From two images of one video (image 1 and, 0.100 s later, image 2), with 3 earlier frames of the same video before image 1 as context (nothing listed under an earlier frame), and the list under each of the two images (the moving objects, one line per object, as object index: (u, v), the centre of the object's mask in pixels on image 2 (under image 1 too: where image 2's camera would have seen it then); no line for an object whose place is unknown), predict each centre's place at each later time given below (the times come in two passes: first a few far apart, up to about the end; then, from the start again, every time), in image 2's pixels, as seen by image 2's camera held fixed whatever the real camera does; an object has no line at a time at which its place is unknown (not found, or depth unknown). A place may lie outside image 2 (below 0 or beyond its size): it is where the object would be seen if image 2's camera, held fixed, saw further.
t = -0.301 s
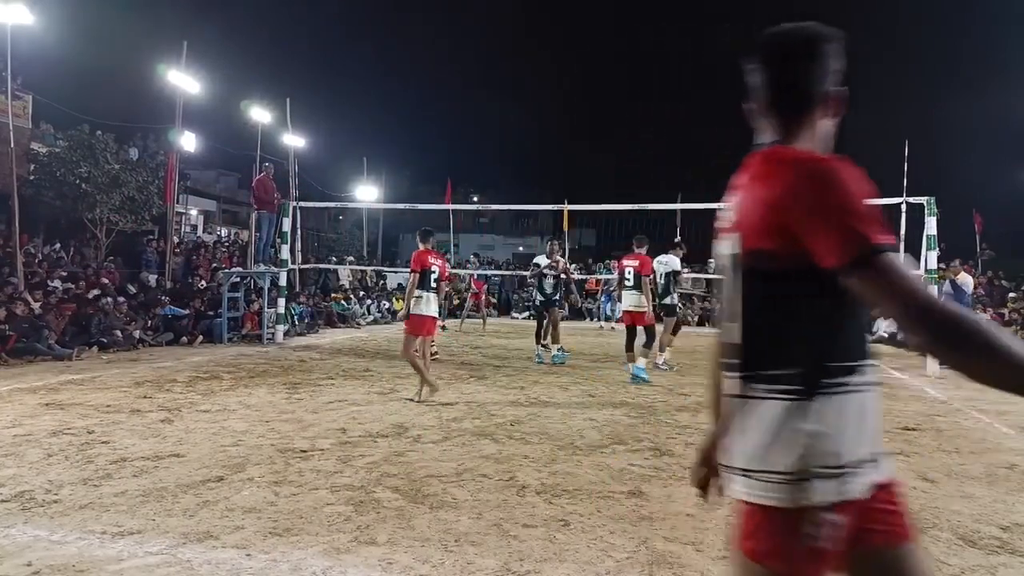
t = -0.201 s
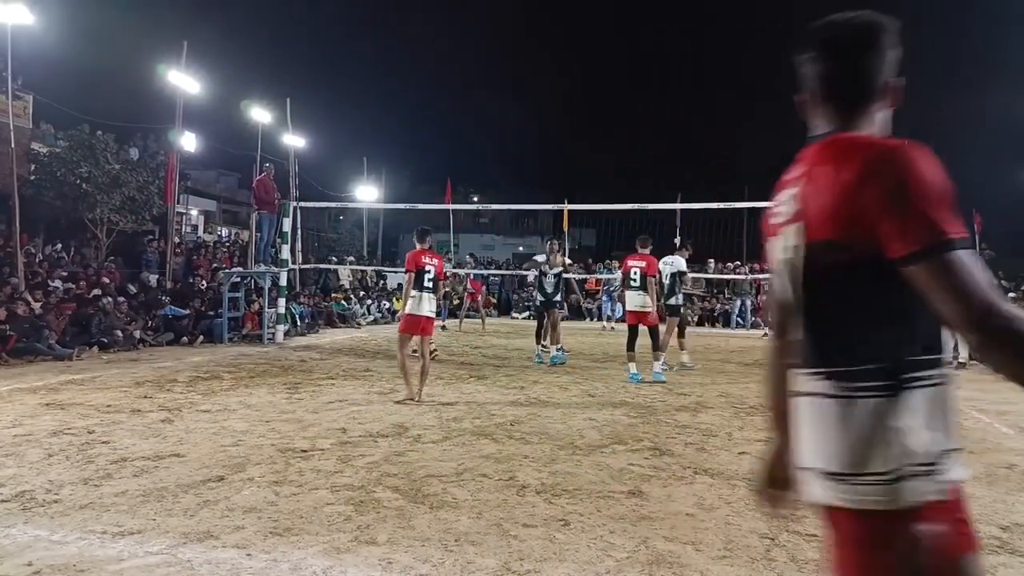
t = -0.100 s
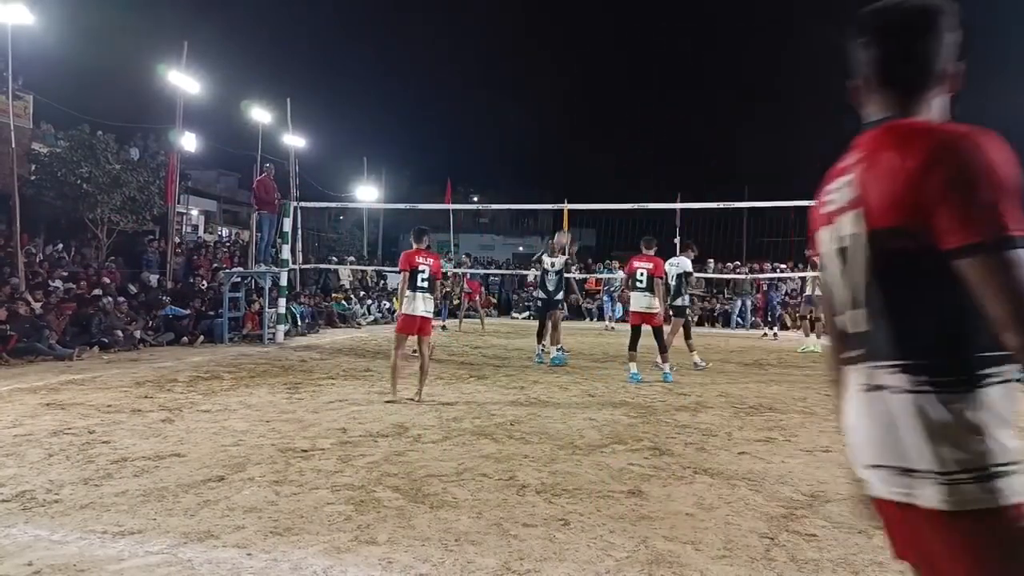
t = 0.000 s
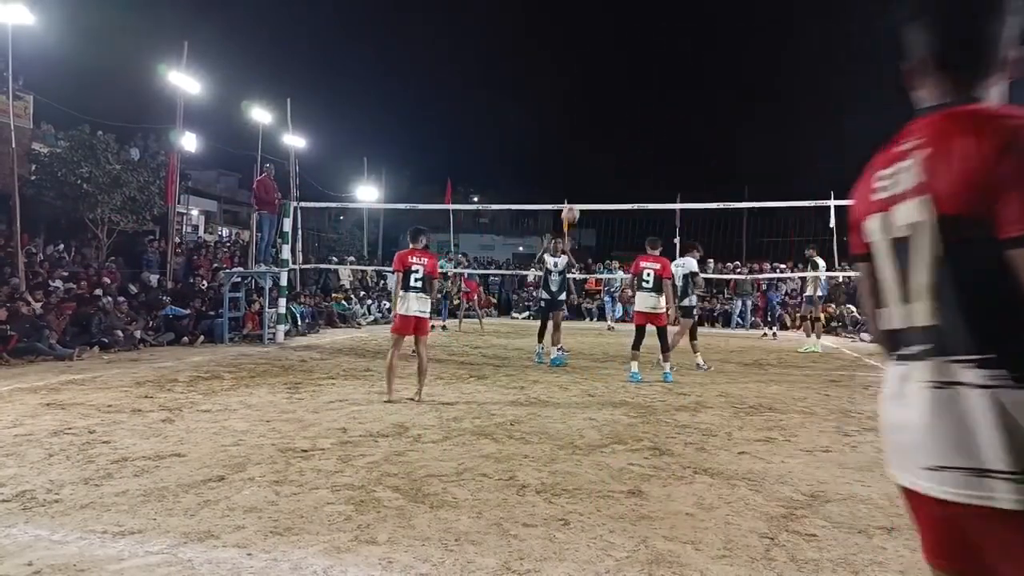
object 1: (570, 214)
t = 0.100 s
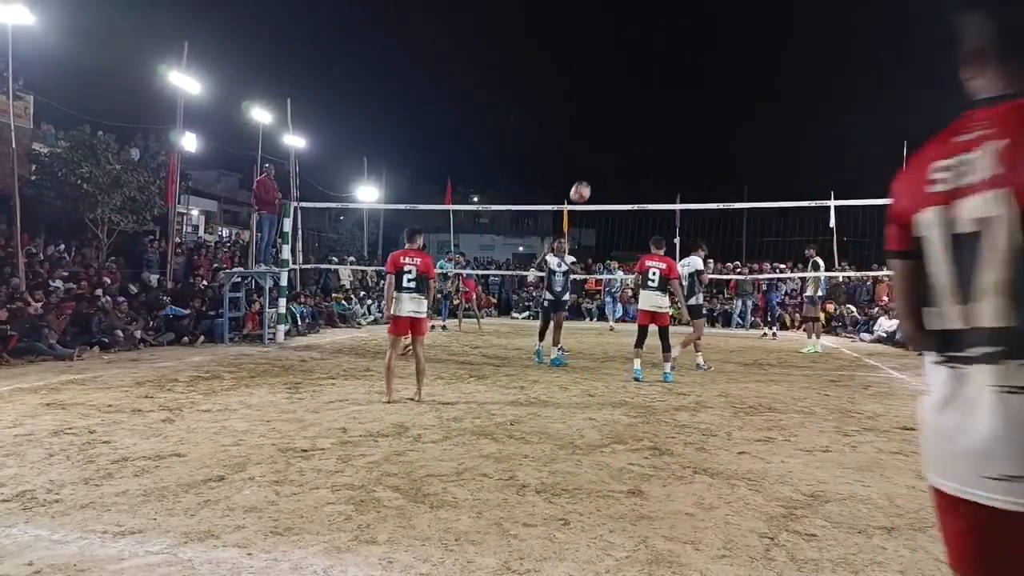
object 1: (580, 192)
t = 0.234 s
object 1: (596, 171)
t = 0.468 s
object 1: (634, 169)
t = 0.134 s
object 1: (584, 186)
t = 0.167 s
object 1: (587, 181)
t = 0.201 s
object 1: (591, 176)
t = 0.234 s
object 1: (596, 171)
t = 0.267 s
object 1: (601, 168)
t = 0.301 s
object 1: (605, 165)
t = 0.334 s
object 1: (611, 163)
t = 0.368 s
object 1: (616, 162)
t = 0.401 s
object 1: (621, 163)
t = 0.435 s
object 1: (627, 165)
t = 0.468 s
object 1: (634, 169)
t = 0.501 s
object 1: (640, 175)
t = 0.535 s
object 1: (648, 184)
